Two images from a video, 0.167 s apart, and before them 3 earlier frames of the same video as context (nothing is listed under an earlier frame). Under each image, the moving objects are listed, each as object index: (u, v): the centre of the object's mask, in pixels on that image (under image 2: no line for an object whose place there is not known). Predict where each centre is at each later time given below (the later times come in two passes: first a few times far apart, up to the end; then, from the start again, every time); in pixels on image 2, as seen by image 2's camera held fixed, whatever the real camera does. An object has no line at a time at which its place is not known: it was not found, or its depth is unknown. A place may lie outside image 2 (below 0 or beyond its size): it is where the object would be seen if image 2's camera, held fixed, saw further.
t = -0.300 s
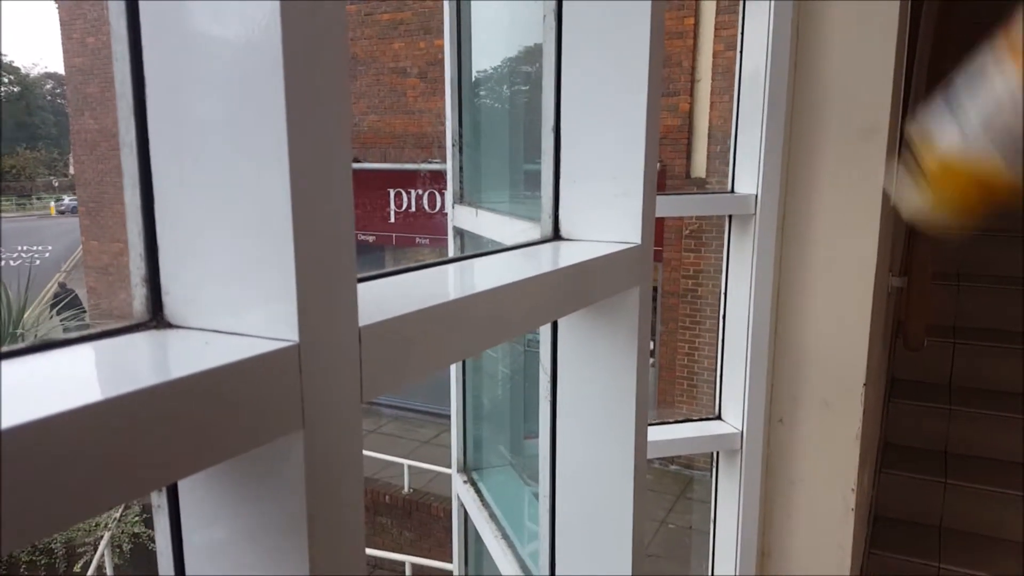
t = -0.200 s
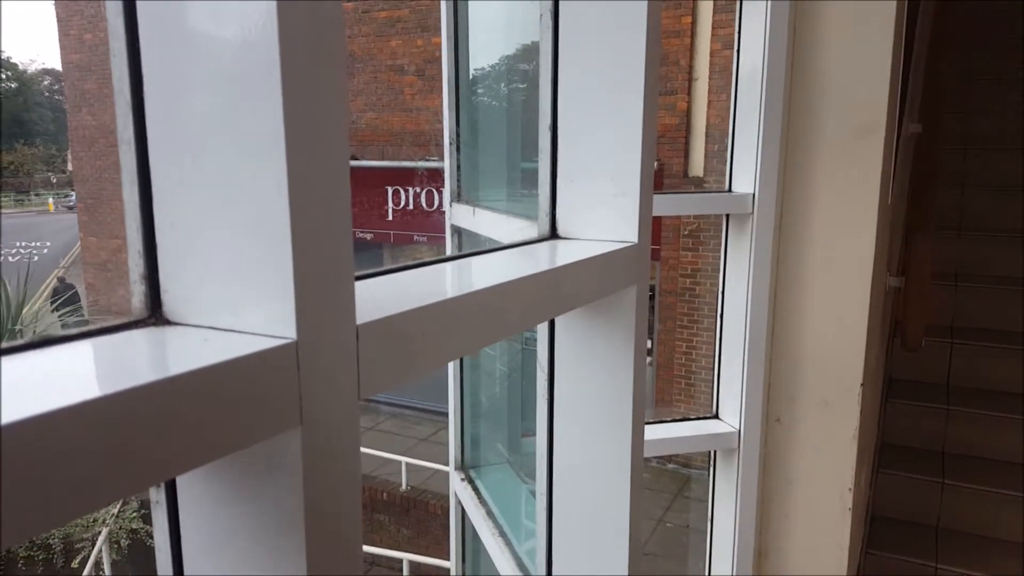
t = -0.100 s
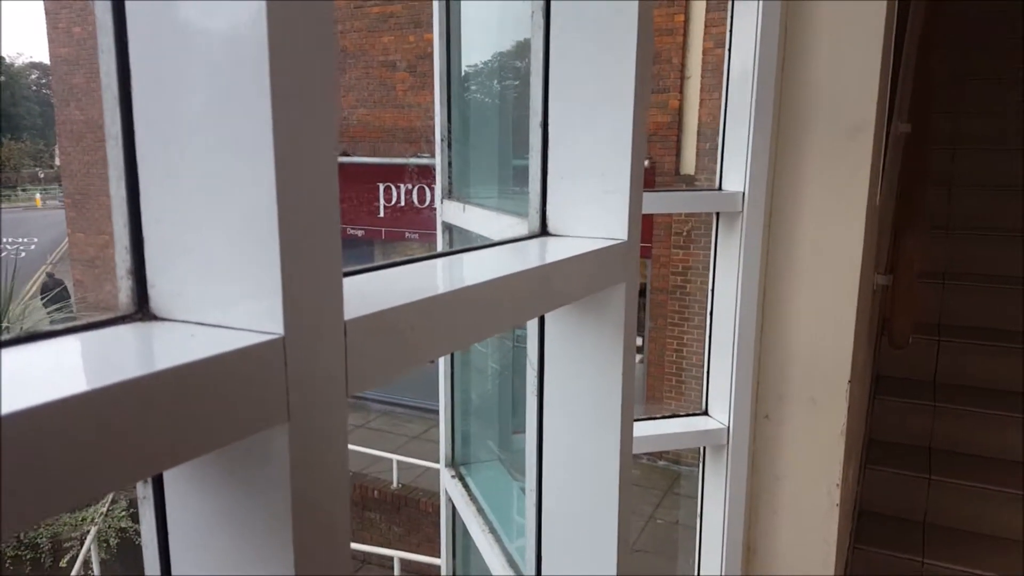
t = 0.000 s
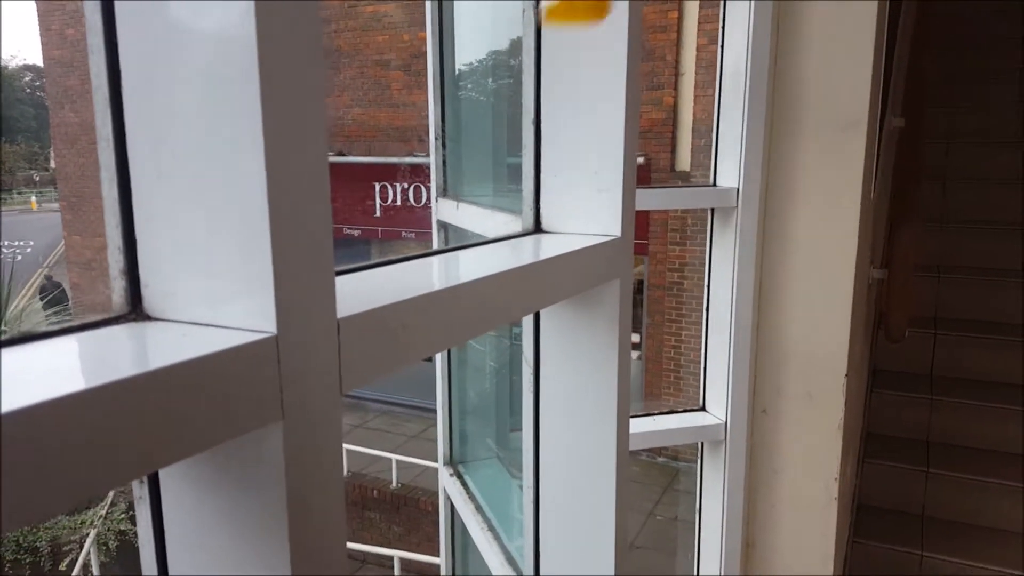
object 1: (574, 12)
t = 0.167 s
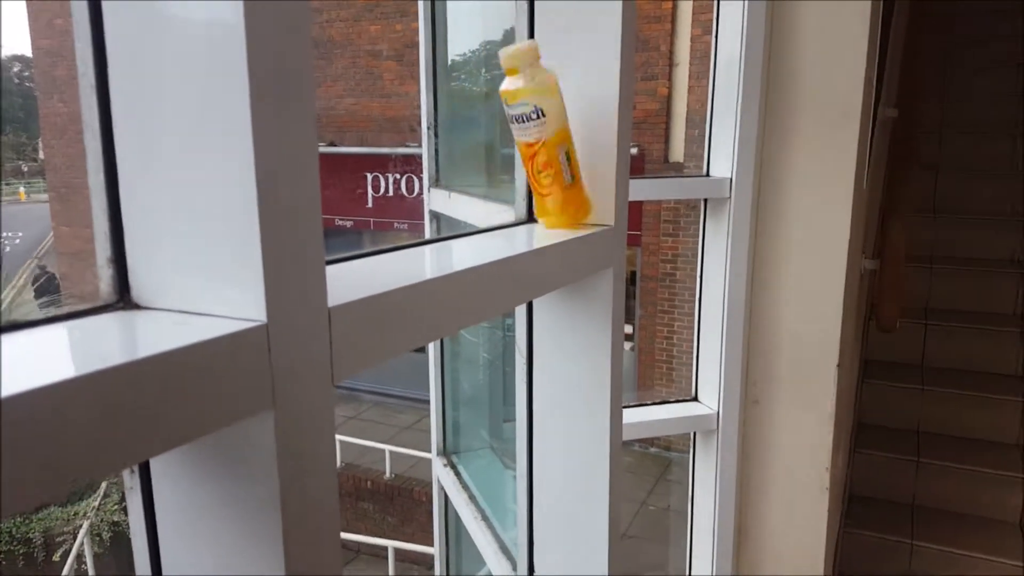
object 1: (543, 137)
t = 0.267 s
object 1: (574, 139)
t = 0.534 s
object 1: (579, 131)
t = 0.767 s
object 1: (578, 133)
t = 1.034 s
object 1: (573, 134)
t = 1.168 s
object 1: (572, 135)
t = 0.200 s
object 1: (555, 136)
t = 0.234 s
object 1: (564, 136)
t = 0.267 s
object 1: (574, 139)
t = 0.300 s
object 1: (576, 138)
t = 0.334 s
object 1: (579, 136)
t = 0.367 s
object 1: (579, 135)
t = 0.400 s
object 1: (580, 134)
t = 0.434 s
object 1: (579, 134)
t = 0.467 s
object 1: (578, 133)
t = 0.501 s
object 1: (578, 132)
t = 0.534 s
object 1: (579, 131)
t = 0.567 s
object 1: (579, 132)
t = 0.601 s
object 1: (579, 132)
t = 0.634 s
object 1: (578, 133)
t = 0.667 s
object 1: (578, 131)
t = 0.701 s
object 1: (579, 132)
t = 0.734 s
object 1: (579, 133)
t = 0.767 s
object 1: (578, 133)
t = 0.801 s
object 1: (577, 133)
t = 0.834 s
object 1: (576, 132)
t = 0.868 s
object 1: (576, 133)
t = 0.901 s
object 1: (575, 134)
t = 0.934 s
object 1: (575, 134)
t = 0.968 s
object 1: (575, 134)
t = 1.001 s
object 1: (573, 134)
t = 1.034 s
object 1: (573, 134)
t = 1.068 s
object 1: (573, 134)
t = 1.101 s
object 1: (572, 135)
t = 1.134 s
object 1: (572, 135)
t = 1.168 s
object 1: (572, 135)
